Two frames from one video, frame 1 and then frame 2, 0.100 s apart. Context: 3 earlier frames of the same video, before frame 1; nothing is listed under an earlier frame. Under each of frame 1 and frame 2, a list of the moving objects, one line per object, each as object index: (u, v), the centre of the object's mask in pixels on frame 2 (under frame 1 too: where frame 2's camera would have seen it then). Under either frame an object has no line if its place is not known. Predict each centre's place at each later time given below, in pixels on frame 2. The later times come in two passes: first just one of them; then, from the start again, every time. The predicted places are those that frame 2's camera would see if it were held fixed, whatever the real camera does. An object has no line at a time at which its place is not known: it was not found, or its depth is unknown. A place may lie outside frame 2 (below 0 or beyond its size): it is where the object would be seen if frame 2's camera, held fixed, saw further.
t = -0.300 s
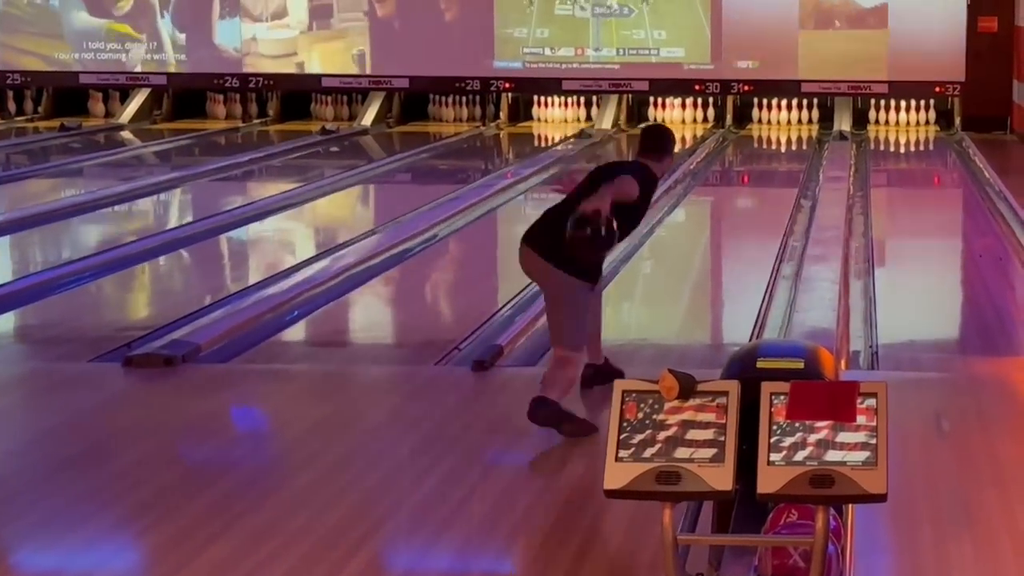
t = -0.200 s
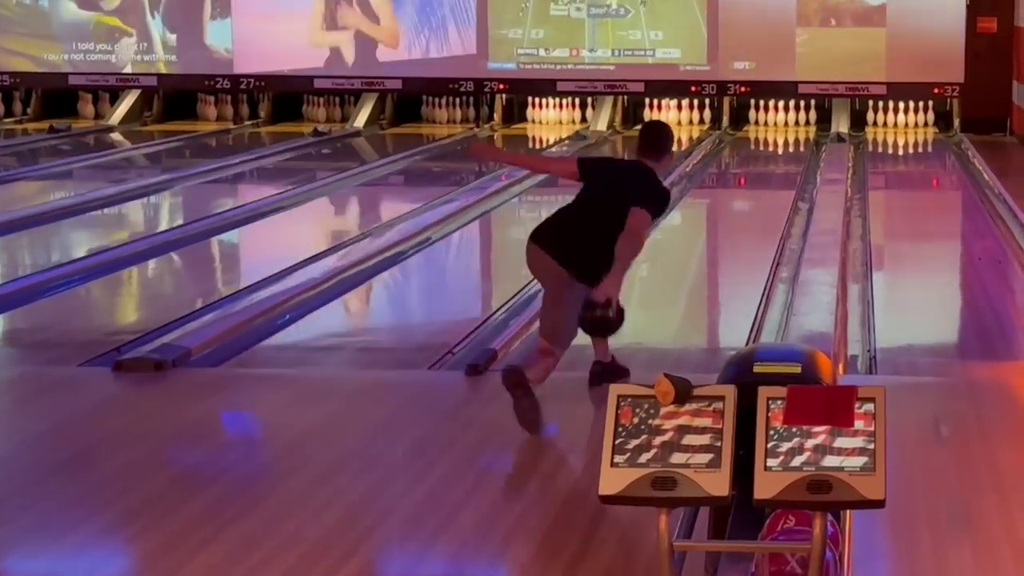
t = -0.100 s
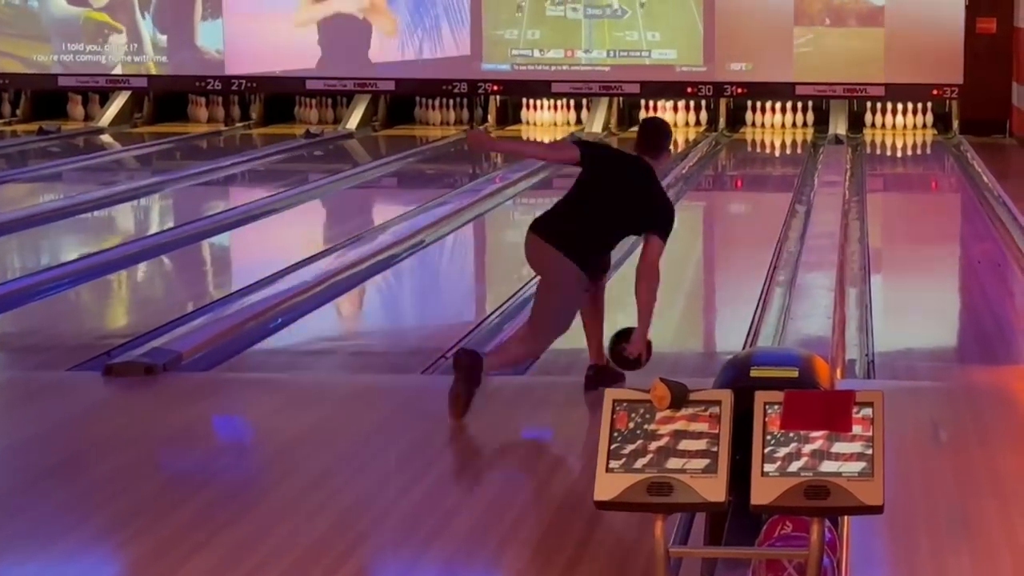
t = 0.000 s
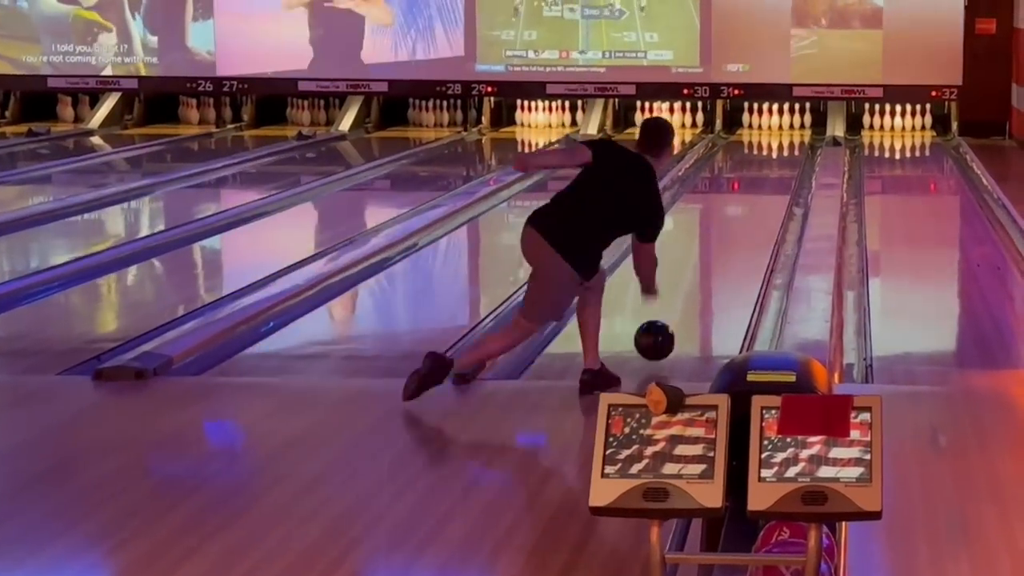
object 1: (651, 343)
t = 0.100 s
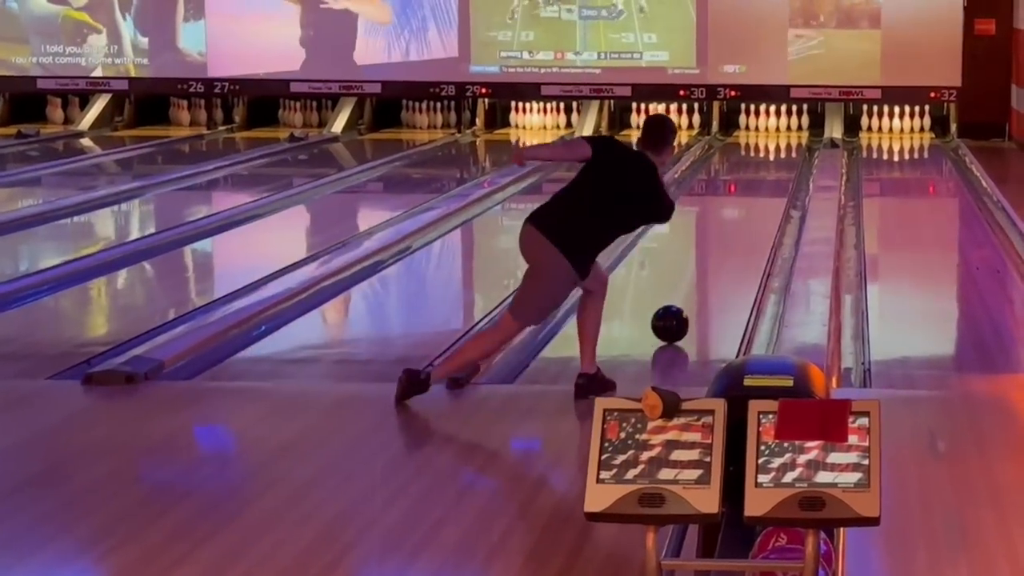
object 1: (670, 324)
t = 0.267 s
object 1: (694, 290)
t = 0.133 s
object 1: (675, 317)
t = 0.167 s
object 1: (680, 309)
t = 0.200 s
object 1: (685, 303)
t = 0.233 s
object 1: (690, 296)
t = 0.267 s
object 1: (694, 290)
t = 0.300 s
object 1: (698, 284)
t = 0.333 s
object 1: (702, 279)
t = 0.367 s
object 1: (706, 274)
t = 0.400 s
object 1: (709, 268)
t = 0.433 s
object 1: (713, 263)
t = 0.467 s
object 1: (716, 259)
